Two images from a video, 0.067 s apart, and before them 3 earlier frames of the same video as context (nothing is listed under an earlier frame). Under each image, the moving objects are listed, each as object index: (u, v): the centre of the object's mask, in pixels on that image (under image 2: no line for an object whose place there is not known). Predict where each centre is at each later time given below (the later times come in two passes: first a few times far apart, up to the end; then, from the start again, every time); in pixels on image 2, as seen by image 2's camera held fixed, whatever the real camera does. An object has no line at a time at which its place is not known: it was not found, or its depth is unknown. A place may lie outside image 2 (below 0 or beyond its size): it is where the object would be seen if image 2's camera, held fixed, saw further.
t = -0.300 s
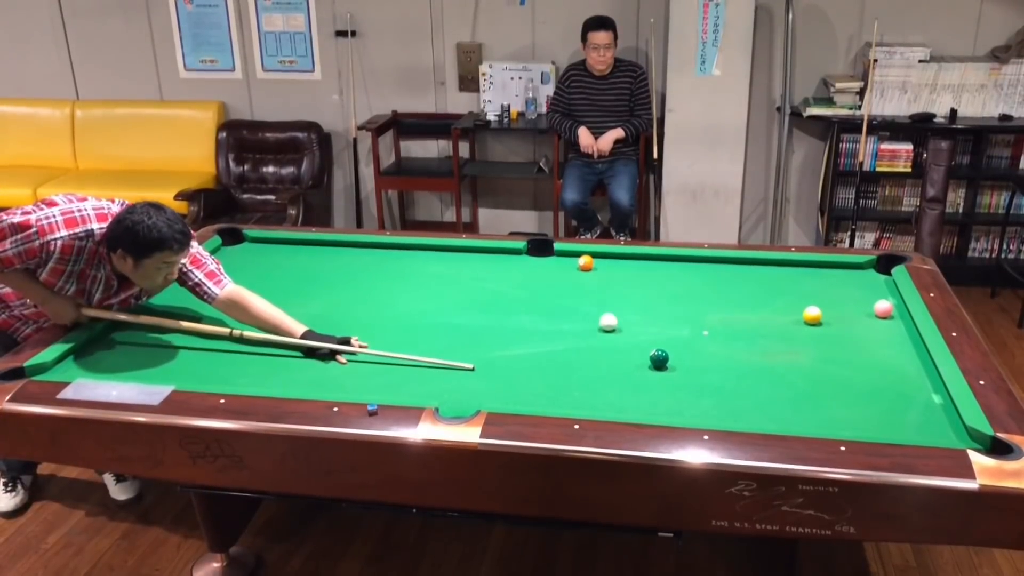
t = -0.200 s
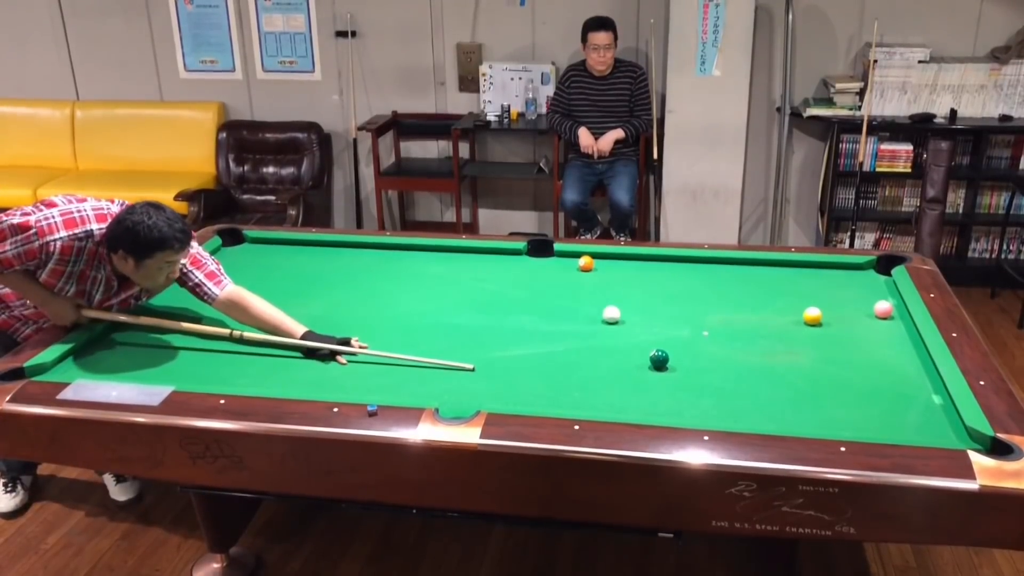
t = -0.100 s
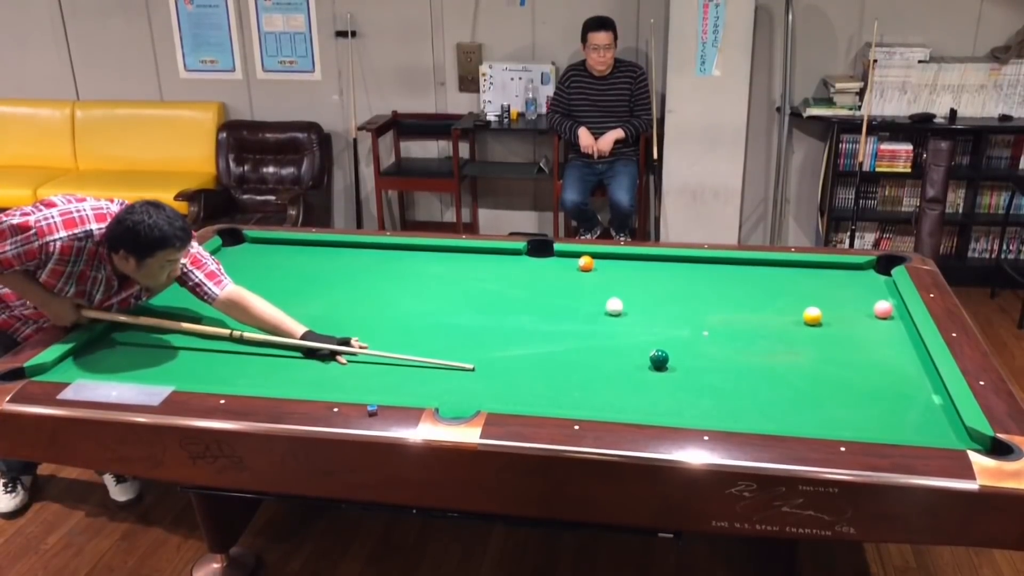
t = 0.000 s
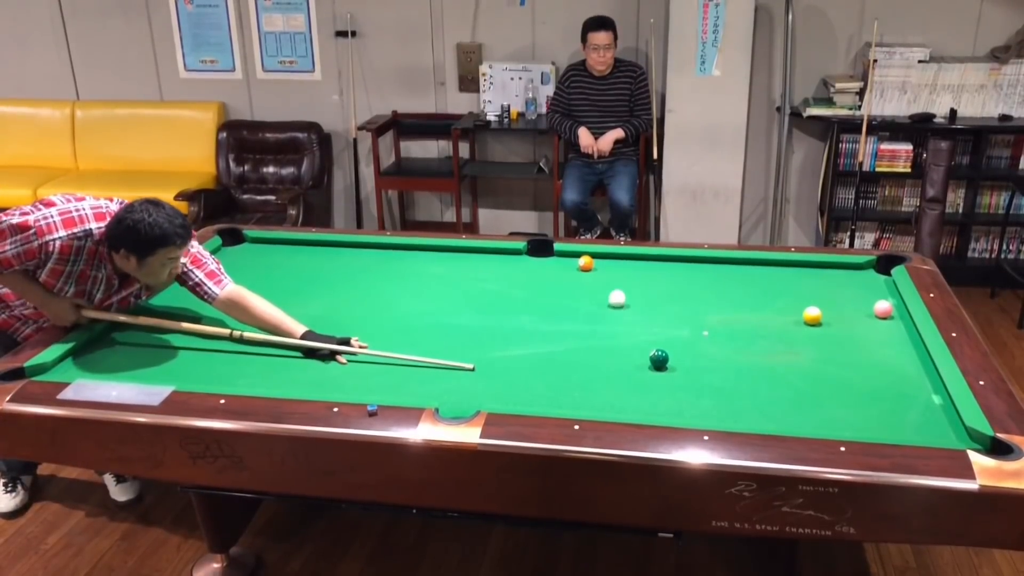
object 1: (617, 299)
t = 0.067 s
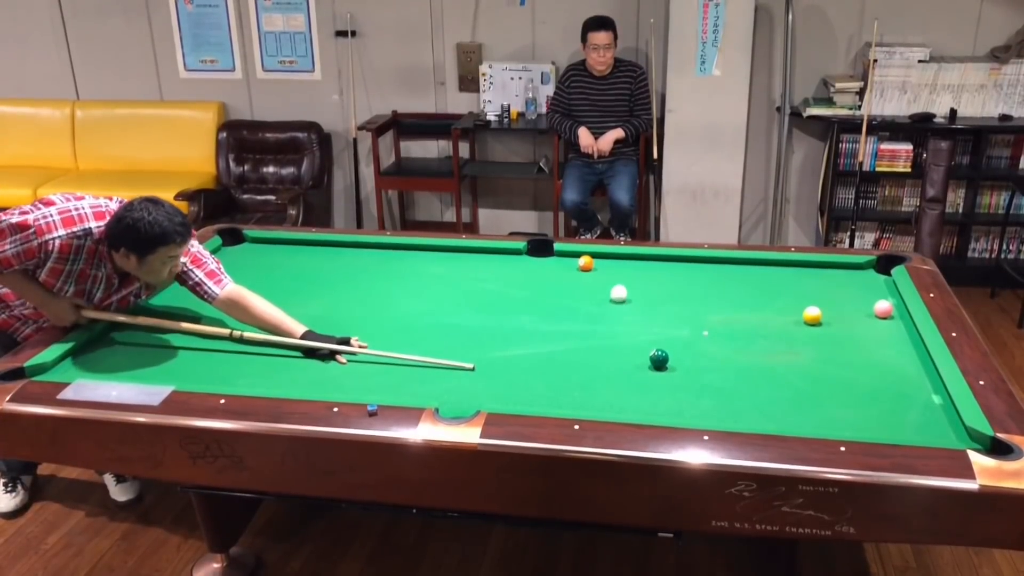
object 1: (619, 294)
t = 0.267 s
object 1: (623, 281)
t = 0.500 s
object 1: (629, 266)
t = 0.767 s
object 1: (640, 260)
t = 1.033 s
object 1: (661, 270)
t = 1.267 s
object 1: (679, 277)
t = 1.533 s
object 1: (701, 286)
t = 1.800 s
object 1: (722, 295)
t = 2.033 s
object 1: (741, 303)
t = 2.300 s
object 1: (762, 312)
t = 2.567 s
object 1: (782, 321)
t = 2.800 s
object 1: (800, 328)
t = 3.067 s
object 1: (819, 335)
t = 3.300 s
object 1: (835, 342)
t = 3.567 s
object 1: (853, 349)
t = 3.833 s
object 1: (870, 356)
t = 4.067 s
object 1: (883, 362)
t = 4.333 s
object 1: (897, 368)
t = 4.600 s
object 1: (910, 373)
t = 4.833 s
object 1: (921, 377)
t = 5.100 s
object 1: (930, 381)
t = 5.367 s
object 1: (931, 383)
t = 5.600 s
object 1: (930, 384)
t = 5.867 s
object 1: (929, 384)
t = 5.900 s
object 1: (929, 384)
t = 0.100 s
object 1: (619, 292)
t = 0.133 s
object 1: (620, 289)
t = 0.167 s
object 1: (621, 287)
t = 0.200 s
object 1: (622, 285)
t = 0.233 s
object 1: (623, 283)
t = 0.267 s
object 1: (623, 281)
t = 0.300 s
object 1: (624, 279)
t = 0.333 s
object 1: (625, 277)
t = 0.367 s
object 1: (626, 275)
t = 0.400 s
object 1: (627, 273)
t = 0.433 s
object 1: (627, 271)
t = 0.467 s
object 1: (628, 269)
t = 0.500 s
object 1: (629, 266)
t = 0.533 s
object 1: (629, 264)
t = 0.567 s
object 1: (630, 262)
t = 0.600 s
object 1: (631, 260)
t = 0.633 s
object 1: (632, 258)
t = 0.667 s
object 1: (632, 257)
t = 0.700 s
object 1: (635, 257)
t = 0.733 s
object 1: (637, 259)
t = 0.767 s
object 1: (640, 260)
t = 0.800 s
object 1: (642, 261)
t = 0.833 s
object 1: (645, 263)
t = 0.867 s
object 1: (648, 263)
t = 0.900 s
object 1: (650, 264)
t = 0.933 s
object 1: (653, 266)
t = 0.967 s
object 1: (656, 267)
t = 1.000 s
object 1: (658, 268)
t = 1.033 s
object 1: (661, 270)
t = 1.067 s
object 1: (663, 271)
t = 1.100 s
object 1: (666, 272)
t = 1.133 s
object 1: (669, 273)
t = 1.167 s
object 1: (671, 274)
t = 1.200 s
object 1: (674, 275)
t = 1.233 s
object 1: (677, 276)
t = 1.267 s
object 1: (679, 277)
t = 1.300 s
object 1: (682, 278)
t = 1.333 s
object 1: (684, 279)
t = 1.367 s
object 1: (687, 280)
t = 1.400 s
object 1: (690, 281)
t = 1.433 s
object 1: (693, 282)
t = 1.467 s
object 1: (695, 284)
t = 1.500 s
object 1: (698, 285)
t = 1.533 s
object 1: (701, 286)
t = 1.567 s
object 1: (703, 288)
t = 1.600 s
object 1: (706, 289)
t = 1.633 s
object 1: (709, 290)
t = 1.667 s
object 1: (711, 291)
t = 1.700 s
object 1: (714, 292)
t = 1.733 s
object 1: (717, 293)
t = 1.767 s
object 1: (719, 294)
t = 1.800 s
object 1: (722, 295)
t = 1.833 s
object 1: (725, 296)
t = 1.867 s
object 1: (727, 298)
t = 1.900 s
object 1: (730, 299)
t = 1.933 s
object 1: (733, 300)
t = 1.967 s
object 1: (735, 301)
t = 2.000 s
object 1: (738, 302)
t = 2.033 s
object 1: (741, 303)
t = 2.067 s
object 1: (743, 304)
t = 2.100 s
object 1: (746, 305)
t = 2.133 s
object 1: (748, 307)
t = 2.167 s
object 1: (751, 307)
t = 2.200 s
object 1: (754, 309)
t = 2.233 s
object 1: (756, 310)
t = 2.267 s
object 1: (759, 311)
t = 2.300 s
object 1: (762, 312)
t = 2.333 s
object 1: (764, 313)
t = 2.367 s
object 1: (767, 314)
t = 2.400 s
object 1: (769, 315)
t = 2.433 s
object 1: (772, 316)
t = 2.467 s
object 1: (774, 317)
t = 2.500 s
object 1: (777, 319)
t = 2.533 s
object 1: (780, 319)
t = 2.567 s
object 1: (782, 321)
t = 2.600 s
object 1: (785, 321)
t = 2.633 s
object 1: (787, 322)
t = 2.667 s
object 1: (790, 324)
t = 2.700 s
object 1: (792, 324)
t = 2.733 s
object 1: (795, 326)
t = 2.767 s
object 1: (797, 327)
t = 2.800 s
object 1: (800, 328)
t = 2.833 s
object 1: (802, 329)
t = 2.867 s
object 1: (804, 330)
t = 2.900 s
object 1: (807, 331)
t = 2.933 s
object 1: (809, 332)
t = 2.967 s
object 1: (812, 332)
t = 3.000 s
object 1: (814, 333)
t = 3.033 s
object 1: (816, 334)
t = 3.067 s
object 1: (819, 335)
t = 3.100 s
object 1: (821, 337)
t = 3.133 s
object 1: (823, 337)
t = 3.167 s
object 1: (826, 338)
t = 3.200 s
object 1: (828, 339)
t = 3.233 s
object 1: (830, 340)
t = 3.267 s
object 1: (833, 341)
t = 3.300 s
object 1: (835, 342)
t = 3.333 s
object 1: (837, 343)
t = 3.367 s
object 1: (840, 344)
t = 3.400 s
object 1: (842, 345)
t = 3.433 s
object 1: (844, 346)
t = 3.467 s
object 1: (846, 346)
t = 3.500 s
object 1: (849, 348)
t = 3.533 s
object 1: (851, 348)
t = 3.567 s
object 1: (853, 349)
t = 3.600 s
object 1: (855, 350)
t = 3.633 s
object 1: (857, 351)
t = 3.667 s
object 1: (859, 352)
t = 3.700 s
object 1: (861, 353)
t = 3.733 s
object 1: (864, 354)
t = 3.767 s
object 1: (866, 355)
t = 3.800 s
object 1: (868, 355)
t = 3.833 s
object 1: (870, 356)
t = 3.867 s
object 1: (872, 357)
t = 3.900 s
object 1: (874, 358)
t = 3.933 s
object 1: (876, 358)
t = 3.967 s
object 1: (878, 359)
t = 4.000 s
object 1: (879, 360)
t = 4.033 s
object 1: (881, 361)
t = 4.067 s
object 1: (883, 362)
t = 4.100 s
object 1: (885, 362)
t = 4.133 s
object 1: (887, 363)
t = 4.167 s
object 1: (889, 364)
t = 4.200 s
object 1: (891, 364)
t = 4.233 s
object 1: (892, 365)
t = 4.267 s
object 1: (894, 366)
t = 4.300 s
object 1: (896, 367)
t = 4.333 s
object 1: (897, 368)
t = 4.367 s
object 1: (899, 368)
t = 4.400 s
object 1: (901, 369)
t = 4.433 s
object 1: (902, 370)
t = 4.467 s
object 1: (904, 370)
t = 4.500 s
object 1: (906, 371)
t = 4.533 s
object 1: (907, 372)
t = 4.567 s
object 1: (909, 372)
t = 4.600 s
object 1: (910, 373)
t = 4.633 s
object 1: (912, 374)
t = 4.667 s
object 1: (913, 374)
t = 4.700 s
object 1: (915, 375)
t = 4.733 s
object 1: (916, 375)
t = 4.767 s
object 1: (918, 376)
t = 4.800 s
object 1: (919, 376)
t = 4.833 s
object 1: (921, 377)
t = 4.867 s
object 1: (922, 377)
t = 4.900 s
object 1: (923, 378)
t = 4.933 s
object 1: (924, 379)
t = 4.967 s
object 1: (926, 379)
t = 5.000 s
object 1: (927, 380)
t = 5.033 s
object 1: (928, 380)
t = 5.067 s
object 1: (929, 381)
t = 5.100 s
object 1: (930, 381)
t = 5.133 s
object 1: (931, 382)
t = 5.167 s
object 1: (932, 382)
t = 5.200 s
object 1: (932, 382)
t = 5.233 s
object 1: (931, 383)
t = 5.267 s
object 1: (931, 382)
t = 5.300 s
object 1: (931, 382)
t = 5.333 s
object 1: (931, 383)
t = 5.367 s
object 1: (931, 383)
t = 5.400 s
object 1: (930, 383)
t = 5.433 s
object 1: (930, 383)
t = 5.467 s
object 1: (930, 383)
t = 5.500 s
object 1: (930, 384)
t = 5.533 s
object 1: (930, 384)
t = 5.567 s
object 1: (930, 384)
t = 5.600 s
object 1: (930, 384)
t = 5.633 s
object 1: (930, 384)
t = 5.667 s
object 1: (929, 384)
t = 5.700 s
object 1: (929, 384)
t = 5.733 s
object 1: (929, 384)
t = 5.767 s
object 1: (929, 384)
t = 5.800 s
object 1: (929, 384)
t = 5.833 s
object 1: (929, 384)
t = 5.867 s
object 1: (929, 384)
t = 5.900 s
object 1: (929, 384)
